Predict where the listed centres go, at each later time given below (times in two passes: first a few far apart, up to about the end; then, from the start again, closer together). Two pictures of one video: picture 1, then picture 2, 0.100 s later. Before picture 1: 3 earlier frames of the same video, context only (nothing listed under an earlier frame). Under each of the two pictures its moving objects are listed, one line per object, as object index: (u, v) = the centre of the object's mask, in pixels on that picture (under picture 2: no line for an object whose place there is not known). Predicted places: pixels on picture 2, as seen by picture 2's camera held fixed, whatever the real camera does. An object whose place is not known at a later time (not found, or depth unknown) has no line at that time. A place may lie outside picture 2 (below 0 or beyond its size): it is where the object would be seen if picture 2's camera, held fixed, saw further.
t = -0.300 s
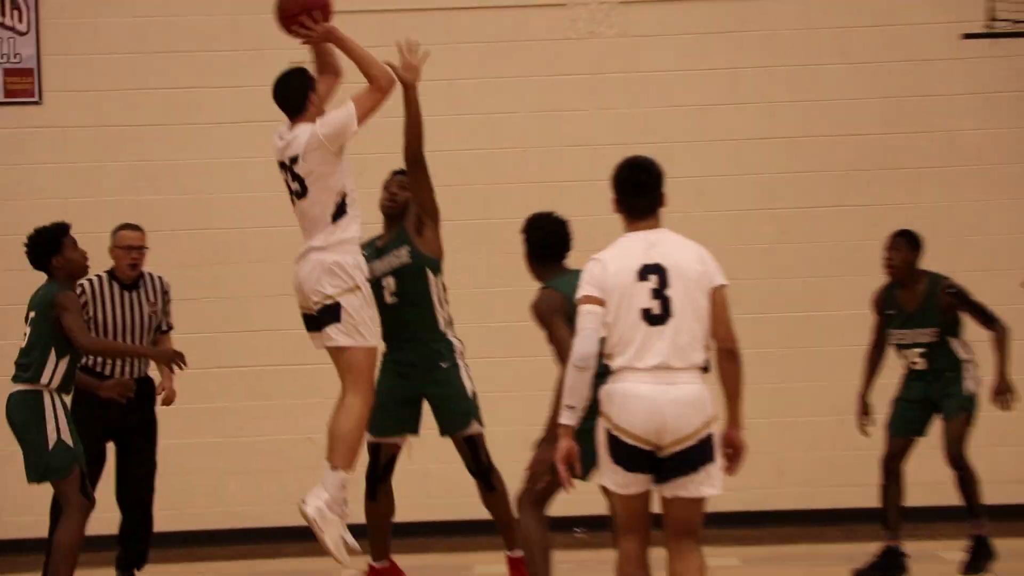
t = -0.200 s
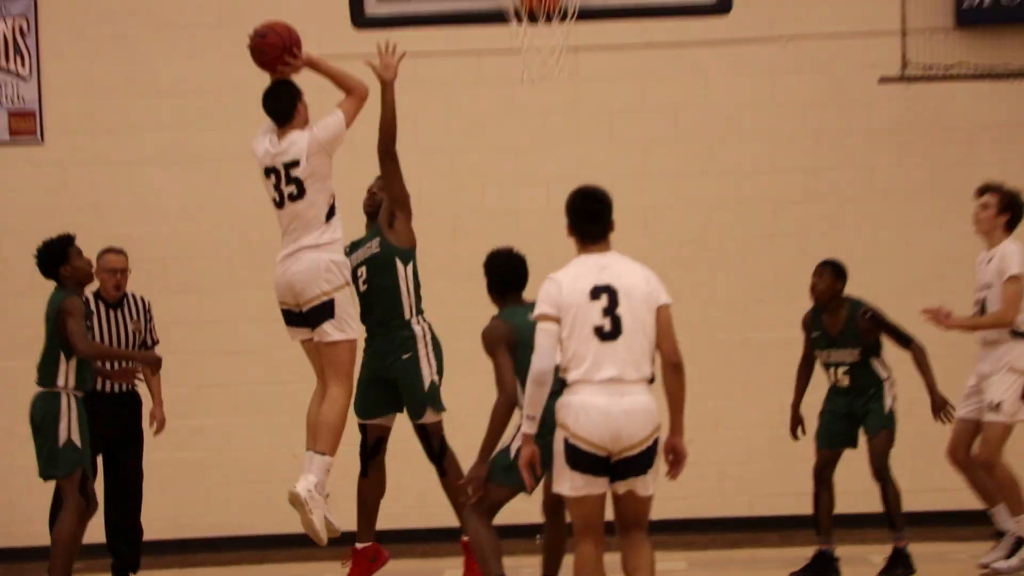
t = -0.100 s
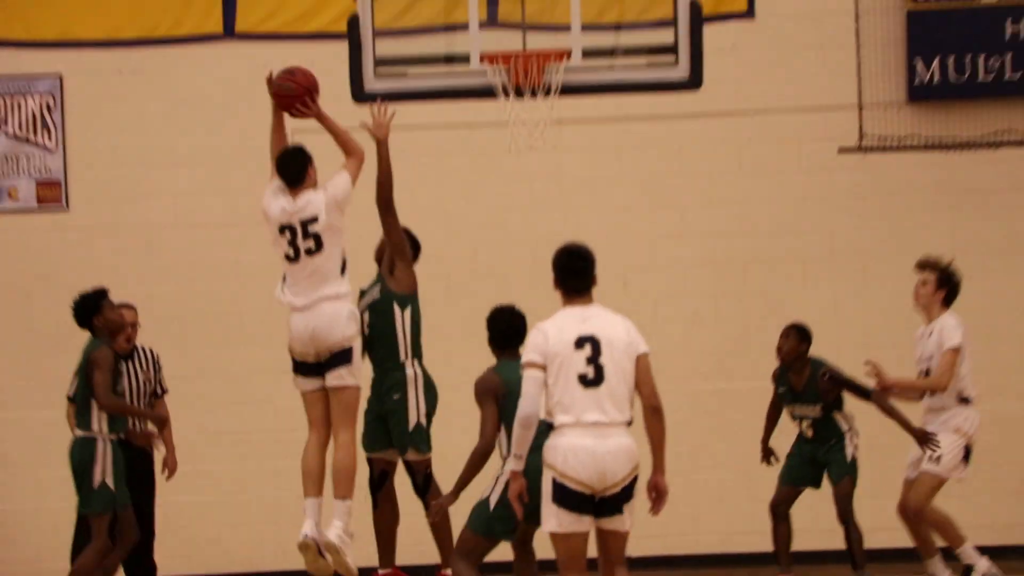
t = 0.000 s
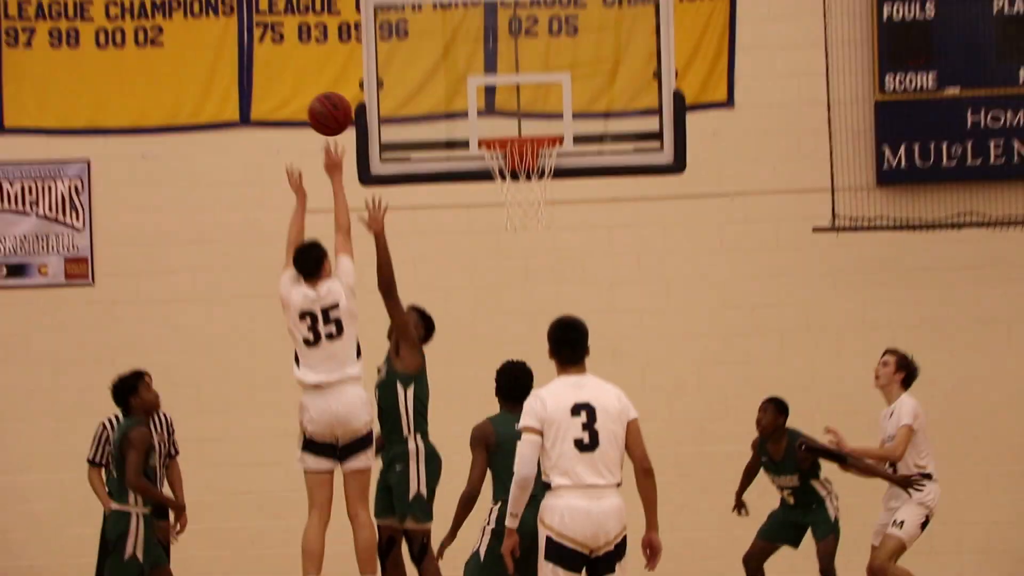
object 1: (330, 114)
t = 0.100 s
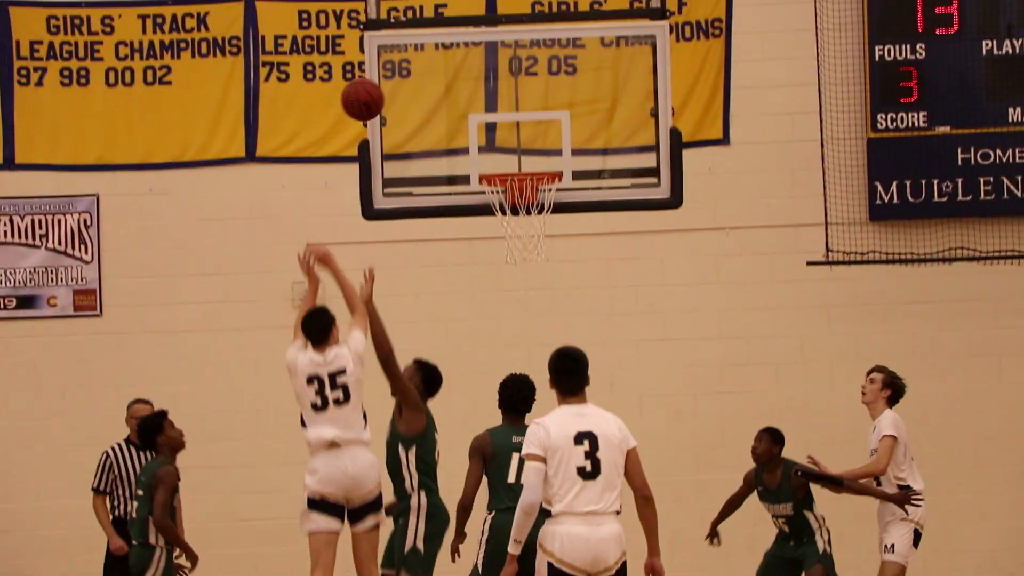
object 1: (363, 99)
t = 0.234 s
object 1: (400, 61)
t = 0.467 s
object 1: (466, 68)
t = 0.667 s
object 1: (521, 146)
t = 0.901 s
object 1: (494, 208)
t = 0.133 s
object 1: (372, 87)
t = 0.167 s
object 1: (381, 76)
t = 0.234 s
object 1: (400, 61)
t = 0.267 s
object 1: (410, 56)
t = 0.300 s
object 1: (419, 53)
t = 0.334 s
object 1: (428, 52)
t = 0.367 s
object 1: (438, 53)
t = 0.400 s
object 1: (447, 57)
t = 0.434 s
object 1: (456, 62)
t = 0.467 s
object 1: (466, 68)
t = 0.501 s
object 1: (475, 77)
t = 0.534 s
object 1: (484, 87)
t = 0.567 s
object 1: (494, 99)
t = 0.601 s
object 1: (503, 113)
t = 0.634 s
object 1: (512, 129)
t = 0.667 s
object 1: (521, 146)
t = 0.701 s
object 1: (530, 158)
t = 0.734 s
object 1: (529, 165)
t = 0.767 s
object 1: (519, 194)
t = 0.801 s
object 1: (508, 208)
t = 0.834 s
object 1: (501, 215)
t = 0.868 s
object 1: (496, 212)
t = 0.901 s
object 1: (494, 208)
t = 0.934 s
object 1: (491, 206)
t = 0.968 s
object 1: (492, 205)
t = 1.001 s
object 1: (490, 213)
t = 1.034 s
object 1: (491, 212)
